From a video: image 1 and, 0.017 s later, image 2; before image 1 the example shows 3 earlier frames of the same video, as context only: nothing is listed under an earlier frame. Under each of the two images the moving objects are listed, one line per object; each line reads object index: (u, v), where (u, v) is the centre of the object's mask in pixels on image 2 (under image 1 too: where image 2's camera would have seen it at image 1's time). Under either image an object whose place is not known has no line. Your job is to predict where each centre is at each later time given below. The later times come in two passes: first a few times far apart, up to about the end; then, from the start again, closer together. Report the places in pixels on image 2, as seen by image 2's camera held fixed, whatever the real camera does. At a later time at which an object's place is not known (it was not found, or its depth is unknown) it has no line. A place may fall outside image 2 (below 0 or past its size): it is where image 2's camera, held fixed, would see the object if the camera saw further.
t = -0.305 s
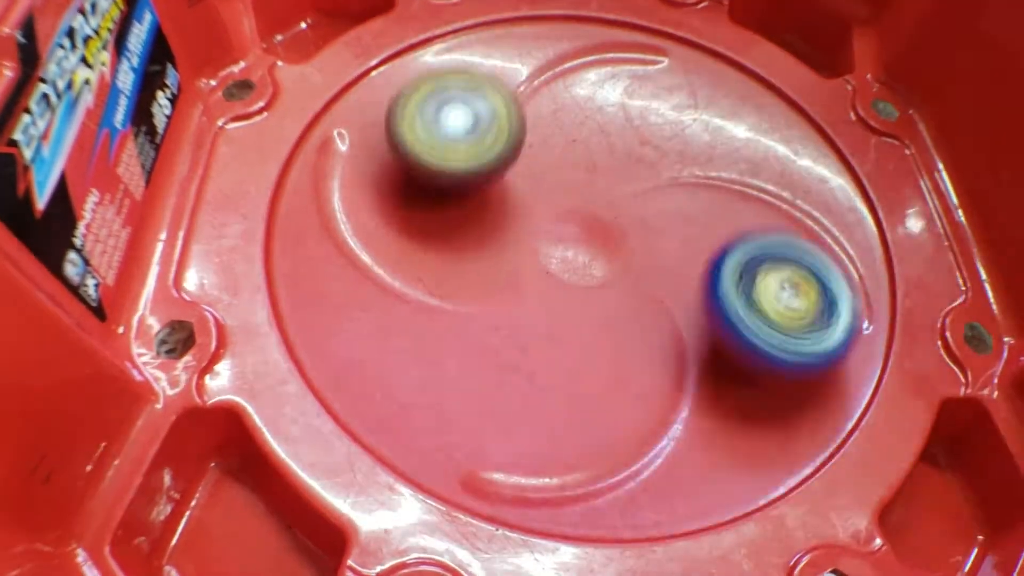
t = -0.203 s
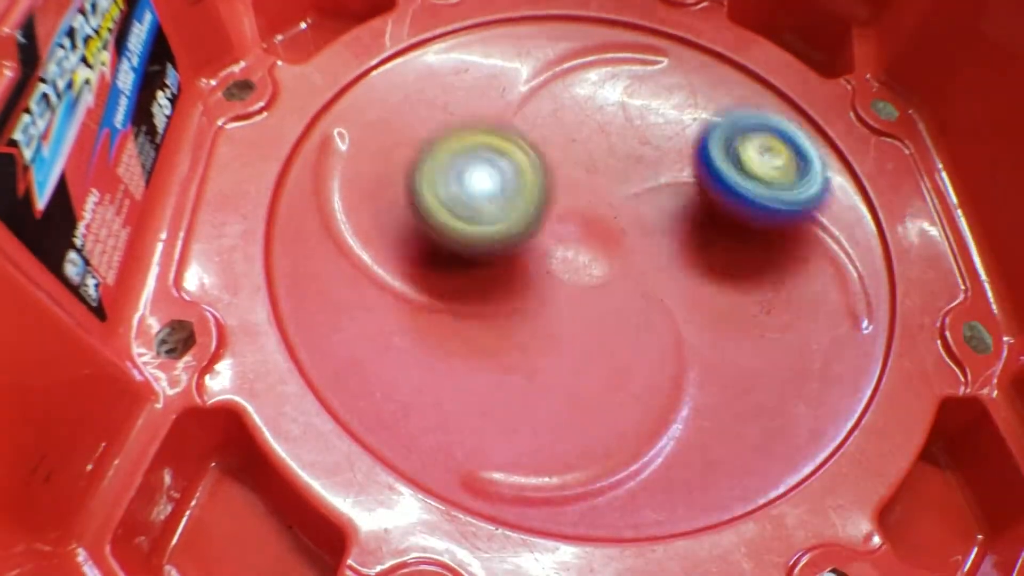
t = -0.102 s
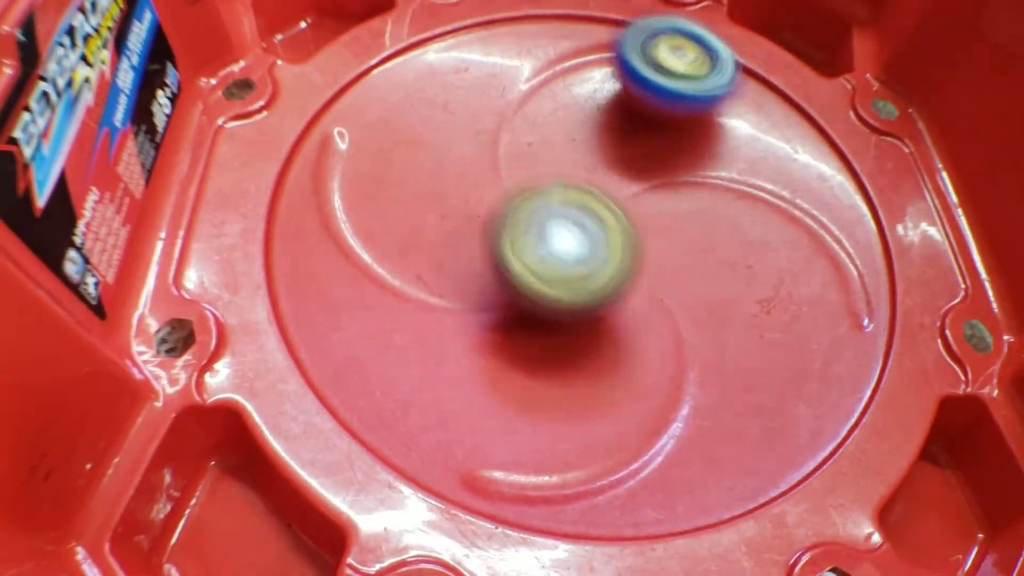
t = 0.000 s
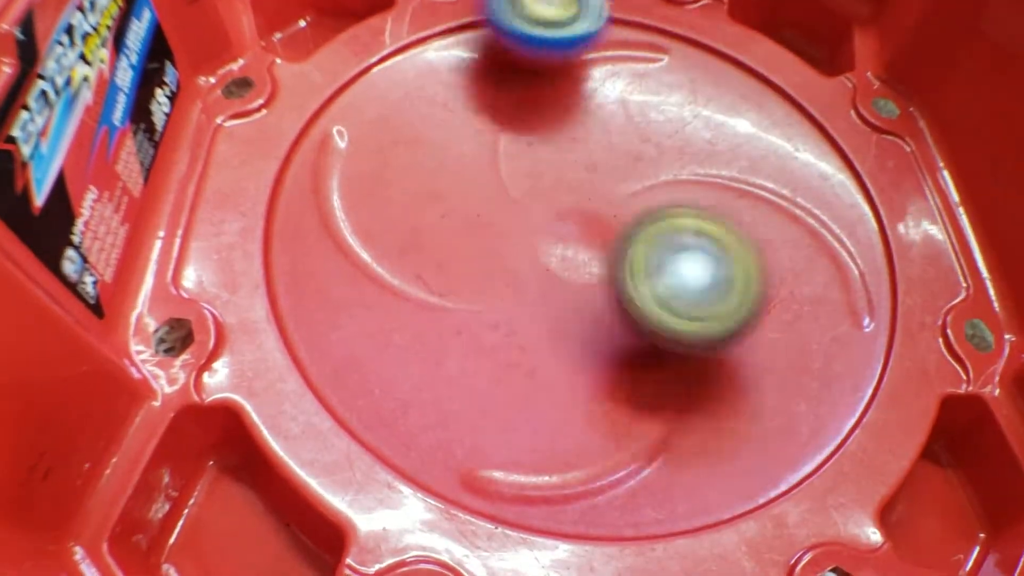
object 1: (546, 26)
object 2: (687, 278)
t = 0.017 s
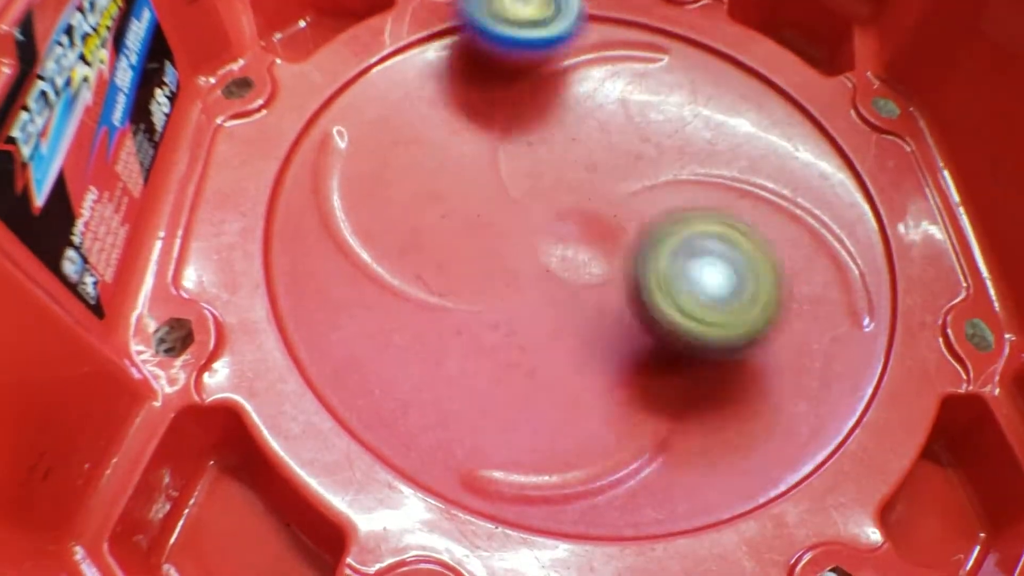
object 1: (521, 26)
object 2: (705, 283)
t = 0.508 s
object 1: (715, 329)
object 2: (678, 45)
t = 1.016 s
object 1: (471, 60)
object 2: (559, 480)
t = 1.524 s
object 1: (810, 233)
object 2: (392, 32)
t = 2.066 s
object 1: (501, 258)
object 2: (934, 193)
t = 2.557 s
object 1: (719, 170)
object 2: (291, 136)
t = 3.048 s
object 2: (834, 249)
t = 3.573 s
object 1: (526, 142)
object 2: (318, 132)
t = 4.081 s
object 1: (631, 247)
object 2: (840, 230)
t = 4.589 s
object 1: (399, 202)
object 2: (595, 126)
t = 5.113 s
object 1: (212, 355)
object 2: (782, 214)
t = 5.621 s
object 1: (373, 281)
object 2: (550, 123)
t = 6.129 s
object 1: (550, 163)
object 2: (764, 223)
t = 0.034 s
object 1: (495, 29)
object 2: (723, 294)
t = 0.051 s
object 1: (472, 28)
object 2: (741, 290)
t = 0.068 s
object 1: (449, 32)
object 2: (759, 285)
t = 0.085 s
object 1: (429, 36)
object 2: (774, 285)
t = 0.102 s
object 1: (408, 41)
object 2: (788, 284)
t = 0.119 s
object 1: (388, 50)
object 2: (800, 275)
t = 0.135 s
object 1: (369, 61)
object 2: (810, 271)
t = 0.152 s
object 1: (353, 76)
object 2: (818, 268)
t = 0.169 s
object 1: (338, 93)
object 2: (827, 256)
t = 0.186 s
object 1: (327, 114)
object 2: (831, 250)
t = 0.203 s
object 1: (319, 140)
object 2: (837, 242)
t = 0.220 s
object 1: (316, 167)
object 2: (840, 232)
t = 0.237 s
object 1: (317, 194)
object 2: (842, 222)
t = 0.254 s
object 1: (323, 221)
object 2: (842, 211)
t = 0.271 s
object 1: (333, 246)
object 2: (843, 201)
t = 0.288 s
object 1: (347, 269)
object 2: (841, 189)
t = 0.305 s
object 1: (368, 291)
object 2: (839, 177)
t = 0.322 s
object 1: (391, 311)
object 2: (833, 165)
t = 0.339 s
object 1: (420, 327)
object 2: (827, 156)
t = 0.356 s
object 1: (448, 342)
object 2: (819, 143)
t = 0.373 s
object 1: (479, 353)
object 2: (811, 131)
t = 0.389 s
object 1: (512, 359)
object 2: (799, 117)
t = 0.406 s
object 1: (545, 364)
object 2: (788, 107)
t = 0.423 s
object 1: (577, 366)
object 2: (773, 94)
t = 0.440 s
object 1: (610, 363)
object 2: (757, 82)
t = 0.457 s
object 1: (641, 358)
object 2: (740, 72)
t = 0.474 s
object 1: (667, 351)
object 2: (720, 60)
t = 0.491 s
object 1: (692, 341)
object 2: (699, 53)
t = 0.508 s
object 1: (715, 329)
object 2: (678, 45)
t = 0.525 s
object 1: (734, 314)
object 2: (656, 42)
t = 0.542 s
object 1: (748, 297)
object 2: (633, 40)
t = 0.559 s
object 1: (759, 280)
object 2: (609, 39)
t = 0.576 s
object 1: (769, 263)
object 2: (584, 39)
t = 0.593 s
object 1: (775, 246)
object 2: (561, 39)
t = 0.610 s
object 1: (779, 227)
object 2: (538, 42)
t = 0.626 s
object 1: (781, 209)
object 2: (515, 45)
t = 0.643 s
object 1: (782, 190)
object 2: (492, 50)
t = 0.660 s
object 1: (780, 172)
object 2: (469, 59)
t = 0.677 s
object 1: (776, 155)
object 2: (448, 69)
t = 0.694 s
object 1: (770, 138)
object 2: (428, 82)
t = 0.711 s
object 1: (761, 123)
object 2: (408, 98)
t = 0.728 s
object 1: (751, 109)
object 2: (393, 111)
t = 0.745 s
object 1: (738, 96)
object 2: (373, 134)
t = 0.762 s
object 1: (726, 84)
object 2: (361, 149)
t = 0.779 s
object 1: (712, 72)
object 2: (351, 166)
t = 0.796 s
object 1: (696, 61)
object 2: (337, 196)
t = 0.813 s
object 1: (680, 51)
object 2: (331, 218)
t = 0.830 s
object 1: (663, 45)
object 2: (329, 234)
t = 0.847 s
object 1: (646, 41)
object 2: (327, 263)
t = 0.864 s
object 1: (629, 38)
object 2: (330, 290)
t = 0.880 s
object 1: (611, 37)
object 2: (336, 319)
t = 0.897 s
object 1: (593, 35)
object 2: (346, 344)
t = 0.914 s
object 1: (575, 35)
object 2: (362, 371)
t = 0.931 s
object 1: (555, 35)
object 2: (384, 401)
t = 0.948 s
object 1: (536, 38)
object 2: (409, 422)
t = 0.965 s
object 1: (517, 42)
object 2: (439, 453)
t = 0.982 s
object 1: (501, 46)
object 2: (476, 465)
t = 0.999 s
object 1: (487, 51)
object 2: (520, 473)
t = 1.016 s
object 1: (471, 60)
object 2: (559, 480)
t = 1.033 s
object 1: (460, 72)
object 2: (612, 472)
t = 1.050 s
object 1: (450, 85)
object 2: (655, 469)
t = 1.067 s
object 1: (441, 100)
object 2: (696, 468)
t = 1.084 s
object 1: (435, 117)
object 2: (740, 458)
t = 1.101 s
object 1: (431, 134)
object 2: (782, 440)
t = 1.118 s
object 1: (429, 151)
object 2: (815, 428)
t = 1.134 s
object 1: (430, 169)
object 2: (846, 407)
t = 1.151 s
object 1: (432, 187)
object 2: (863, 370)
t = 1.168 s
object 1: (439, 206)
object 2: (876, 341)
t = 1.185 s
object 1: (450, 224)
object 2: (886, 314)
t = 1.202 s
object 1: (463, 242)
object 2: (892, 285)
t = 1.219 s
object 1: (478, 258)
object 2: (895, 247)
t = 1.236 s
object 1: (496, 275)
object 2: (890, 215)
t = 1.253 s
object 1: (516, 290)
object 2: (877, 184)
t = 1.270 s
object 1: (537, 303)
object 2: (861, 154)
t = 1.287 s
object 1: (561, 315)
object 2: (843, 123)
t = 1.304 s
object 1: (586, 324)
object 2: (823, 96)
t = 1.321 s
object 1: (612, 330)
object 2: (801, 73)
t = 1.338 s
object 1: (638, 334)
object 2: (772, 49)
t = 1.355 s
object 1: (663, 335)
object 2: (747, 36)
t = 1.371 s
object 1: (688, 333)
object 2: (717, 26)
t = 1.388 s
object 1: (711, 330)
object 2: (688, 20)
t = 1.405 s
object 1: (730, 323)
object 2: (646, 16)
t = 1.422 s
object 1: (748, 314)
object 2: (609, 14)
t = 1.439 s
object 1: (765, 304)
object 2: (571, 12)
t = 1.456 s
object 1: (778, 293)
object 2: (534, 12)
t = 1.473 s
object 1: (788, 280)
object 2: (499, 15)
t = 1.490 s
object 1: (798, 265)
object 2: (461, 19)
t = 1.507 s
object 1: (806, 250)
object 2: (427, 26)
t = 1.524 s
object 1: (810, 233)
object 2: (392, 32)
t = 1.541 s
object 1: (812, 218)
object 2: (366, 43)
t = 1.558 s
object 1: (811, 203)
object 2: (336, 63)
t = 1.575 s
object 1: (810, 188)
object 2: (312, 86)
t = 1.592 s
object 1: (808, 174)
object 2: (290, 122)
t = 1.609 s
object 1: (804, 160)
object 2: (276, 156)
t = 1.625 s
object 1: (796, 147)
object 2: (274, 202)
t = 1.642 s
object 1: (786, 135)
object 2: (278, 255)
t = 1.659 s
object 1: (773, 124)
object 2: (298, 305)
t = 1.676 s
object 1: (760, 113)
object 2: (329, 347)
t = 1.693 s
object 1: (745, 105)
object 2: (375, 390)
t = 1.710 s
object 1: (728, 97)
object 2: (432, 426)
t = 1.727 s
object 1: (711, 91)
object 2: (500, 462)
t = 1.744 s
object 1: (693, 86)
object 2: (568, 482)
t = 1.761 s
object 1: (674, 82)
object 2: (656, 492)
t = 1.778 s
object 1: (656, 79)
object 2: (734, 500)
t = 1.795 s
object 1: (638, 79)
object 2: (804, 504)
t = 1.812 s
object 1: (618, 81)
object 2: (839, 485)
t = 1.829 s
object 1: (600, 83)
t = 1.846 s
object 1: (583, 88)
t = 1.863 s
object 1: (566, 96)
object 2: (916, 399)
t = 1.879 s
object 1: (553, 103)
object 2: (934, 373)
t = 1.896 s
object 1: (539, 113)
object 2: (951, 347)
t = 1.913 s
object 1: (527, 124)
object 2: (962, 324)
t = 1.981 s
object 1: (493, 175)
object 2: (965, 259)
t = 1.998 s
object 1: (490, 191)
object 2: (959, 251)
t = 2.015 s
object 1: (490, 207)
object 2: (954, 234)
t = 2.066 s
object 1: (501, 258)
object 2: (934, 193)
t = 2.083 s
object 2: (924, 178)
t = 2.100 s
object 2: (913, 165)
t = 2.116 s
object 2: (900, 153)
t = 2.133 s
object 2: (886, 142)
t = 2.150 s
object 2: (871, 131)
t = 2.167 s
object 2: (853, 124)
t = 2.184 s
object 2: (833, 118)
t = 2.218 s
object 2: (784, 95)
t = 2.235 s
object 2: (758, 91)
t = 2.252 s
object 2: (730, 86)
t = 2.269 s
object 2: (704, 78)
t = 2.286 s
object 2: (675, 76)
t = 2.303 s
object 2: (646, 75)
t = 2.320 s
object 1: (752, 344)
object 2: (615, 73)
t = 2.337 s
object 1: (766, 333)
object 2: (584, 70)
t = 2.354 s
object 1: (776, 321)
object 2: (552, 71)
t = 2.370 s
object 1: (785, 308)
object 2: (524, 69)
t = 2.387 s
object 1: (789, 295)
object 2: (492, 76)
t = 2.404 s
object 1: (791, 282)
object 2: (468, 76)
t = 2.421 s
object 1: (790, 269)
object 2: (440, 79)
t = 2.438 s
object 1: (787, 254)
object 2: (412, 88)
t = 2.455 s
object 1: (783, 240)
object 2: (388, 93)
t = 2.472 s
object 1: (776, 226)
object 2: (369, 95)
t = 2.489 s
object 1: (768, 212)
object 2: (343, 106)
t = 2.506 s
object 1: (758, 200)
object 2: (321, 121)
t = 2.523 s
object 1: (746, 190)
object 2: (309, 124)
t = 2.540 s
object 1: (733, 180)
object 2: (300, 126)
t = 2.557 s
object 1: (719, 170)
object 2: (291, 136)
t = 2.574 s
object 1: (702, 162)
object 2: (282, 148)
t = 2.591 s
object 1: (686, 156)
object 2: (277, 169)
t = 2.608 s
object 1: (668, 149)
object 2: (272, 195)
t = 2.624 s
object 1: (653, 145)
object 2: (280, 211)
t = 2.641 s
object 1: (637, 143)
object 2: (294, 228)
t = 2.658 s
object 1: (618, 141)
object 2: (311, 250)
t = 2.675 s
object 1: (600, 141)
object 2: (329, 275)
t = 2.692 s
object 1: (581, 142)
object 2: (351, 291)
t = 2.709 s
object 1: (565, 144)
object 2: (378, 311)
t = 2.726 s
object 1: (550, 148)
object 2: (407, 333)
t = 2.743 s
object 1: (534, 154)
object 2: (440, 352)
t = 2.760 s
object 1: (519, 161)
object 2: (473, 370)
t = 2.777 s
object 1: (507, 170)
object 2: (511, 385)
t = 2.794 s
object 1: (494, 179)
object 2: (547, 397)
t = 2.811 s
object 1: (483, 190)
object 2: (585, 405)
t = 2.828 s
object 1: (473, 199)
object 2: (618, 410)
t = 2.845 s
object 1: (466, 212)
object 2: (651, 415)
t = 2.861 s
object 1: (460, 225)
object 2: (680, 413)
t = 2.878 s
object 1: (458, 239)
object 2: (711, 404)
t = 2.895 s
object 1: (457, 253)
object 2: (736, 402)
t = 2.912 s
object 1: (456, 268)
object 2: (759, 396)
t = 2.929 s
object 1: (459, 280)
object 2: (780, 381)
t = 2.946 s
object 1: (464, 293)
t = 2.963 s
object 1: (472, 305)
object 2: (813, 349)
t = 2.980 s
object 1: (482, 317)
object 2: (824, 331)
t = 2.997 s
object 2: (831, 311)
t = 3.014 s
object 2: (833, 291)
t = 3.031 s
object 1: (524, 349)
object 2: (837, 274)
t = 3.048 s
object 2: (834, 249)
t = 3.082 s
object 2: (824, 215)
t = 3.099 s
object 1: (595, 368)
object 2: (819, 196)
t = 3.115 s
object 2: (812, 176)
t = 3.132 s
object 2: (802, 158)
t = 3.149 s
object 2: (790, 137)
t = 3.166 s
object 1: (663, 351)
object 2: (775, 124)
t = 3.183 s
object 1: (676, 343)
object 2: (760, 111)
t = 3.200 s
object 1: (687, 333)
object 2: (742, 97)
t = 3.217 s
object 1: (695, 323)
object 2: (725, 85)
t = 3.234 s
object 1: (701, 313)
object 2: (706, 78)
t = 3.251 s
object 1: (707, 301)
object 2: (686, 64)
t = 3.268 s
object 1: (706, 286)
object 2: (665, 52)
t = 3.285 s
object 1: (704, 273)
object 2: (644, 47)
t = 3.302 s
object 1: (700, 257)
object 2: (620, 42)
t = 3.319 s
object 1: (695, 244)
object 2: (596, 37)
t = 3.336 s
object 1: (689, 231)
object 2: (570, 37)
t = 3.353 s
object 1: (681, 219)
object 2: (549, 34)
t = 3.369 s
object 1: (674, 208)
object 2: (526, 32)
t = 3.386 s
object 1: (663, 197)
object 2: (503, 34)
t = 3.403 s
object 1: (654, 187)
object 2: (479, 32)
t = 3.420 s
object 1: (642, 179)
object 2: (457, 35)
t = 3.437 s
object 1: (631, 171)
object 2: (436, 38)
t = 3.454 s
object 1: (619, 164)
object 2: (418, 41)
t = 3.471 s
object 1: (607, 158)
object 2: (399, 46)
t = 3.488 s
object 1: (593, 153)
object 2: (381, 53)
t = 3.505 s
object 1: (580, 149)
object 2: (365, 66)
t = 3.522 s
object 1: (567, 147)
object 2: (350, 81)
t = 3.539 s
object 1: (554, 144)
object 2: (337, 96)
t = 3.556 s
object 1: (540, 143)
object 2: (325, 114)
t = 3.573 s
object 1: (526, 142)
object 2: (318, 132)
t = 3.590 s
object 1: (513, 143)
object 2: (317, 149)
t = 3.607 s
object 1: (501, 146)
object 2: (317, 173)
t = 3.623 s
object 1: (490, 149)
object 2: (317, 203)
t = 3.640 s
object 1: (481, 154)
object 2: (322, 226)
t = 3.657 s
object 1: (472, 158)
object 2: (330, 251)
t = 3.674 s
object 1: (463, 164)
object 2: (343, 279)
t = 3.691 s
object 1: (455, 173)
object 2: (358, 305)
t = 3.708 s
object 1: (449, 180)
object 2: (376, 322)
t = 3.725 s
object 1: (445, 189)
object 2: (394, 344)
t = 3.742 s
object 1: (441, 199)
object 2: (418, 365)
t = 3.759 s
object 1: (440, 208)
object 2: (447, 387)
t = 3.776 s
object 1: (441, 218)
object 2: (477, 400)
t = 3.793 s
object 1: (444, 229)
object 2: (508, 413)
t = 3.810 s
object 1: (449, 238)
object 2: (537, 423)
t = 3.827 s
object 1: (455, 248)
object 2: (569, 434)
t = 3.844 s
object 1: (462, 256)
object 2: (601, 440)
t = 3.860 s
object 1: (472, 265)
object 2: (633, 441)
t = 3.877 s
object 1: (483, 273)
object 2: (668, 432)
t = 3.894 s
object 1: (495, 279)
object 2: (698, 422)
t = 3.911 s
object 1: (509, 283)
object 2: (725, 418)
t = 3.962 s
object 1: (554, 285)
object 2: (786, 365)
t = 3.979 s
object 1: (569, 283)
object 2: (798, 352)
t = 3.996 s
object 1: (582, 279)
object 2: (814, 331)
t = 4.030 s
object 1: (606, 270)
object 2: (834, 285)
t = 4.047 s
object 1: (616, 263)
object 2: (837, 267)
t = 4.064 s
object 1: (625, 255)
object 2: (840, 248)
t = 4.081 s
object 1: (631, 247)
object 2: (840, 230)
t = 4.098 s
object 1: (639, 237)
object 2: (840, 212)
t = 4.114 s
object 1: (644, 227)
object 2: (838, 193)
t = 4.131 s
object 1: (646, 219)
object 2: (834, 174)
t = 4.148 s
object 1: (648, 208)
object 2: (826, 155)
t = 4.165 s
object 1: (648, 199)
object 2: (817, 140)
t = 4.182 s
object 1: (648, 189)
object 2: (808, 130)
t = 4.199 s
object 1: (645, 179)
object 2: (795, 119)
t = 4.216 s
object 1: (641, 169)
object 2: (782, 108)
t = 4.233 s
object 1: (638, 160)
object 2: (768, 94)
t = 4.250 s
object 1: (634, 153)
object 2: (752, 82)
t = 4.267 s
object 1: (627, 145)
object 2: (733, 76)
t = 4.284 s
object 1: (621, 139)
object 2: (720, 66)
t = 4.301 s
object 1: (601, 134)
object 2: (718, 53)
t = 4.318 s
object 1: (576, 132)
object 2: (723, 45)
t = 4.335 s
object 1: (553, 131)
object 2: (730, 34)
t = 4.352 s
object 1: (534, 130)
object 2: (730, 32)
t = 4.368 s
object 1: (519, 131)
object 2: (727, 32)
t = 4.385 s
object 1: (504, 132)
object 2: (721, 33)
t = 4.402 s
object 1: (491, 133)
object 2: (710, 39)
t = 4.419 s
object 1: (479, 137)
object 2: (702, 43)
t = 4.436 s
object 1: (469, 140)
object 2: (693, 48)
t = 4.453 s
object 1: (457, 144)
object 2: (682, 57)
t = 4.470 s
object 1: (446, 149)
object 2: (671, 65)
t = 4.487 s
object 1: (437, 155)
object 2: (661, 75)
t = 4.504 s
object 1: (428, 161)
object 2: (650, 82)
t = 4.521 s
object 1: (419, 167)
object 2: (640, 88)
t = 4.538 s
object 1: (412, 177)
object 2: (626, 101)
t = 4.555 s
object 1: (406, 185)
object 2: (615, 109)
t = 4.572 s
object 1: (400, 194)
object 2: (604, 120)
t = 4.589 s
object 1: (399, 202)
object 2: (595, 126)
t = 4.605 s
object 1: (399, 209)
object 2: (585, 137)
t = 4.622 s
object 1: (398, 220)
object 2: (575, 148)
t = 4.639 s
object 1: (399, 230)
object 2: (572, 155)
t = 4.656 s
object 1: (400, 240)
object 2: (564, 167)
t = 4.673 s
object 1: (398, 249)
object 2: (558, 177)
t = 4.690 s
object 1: (402, 257)
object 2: (553, 188)
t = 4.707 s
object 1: (409, 263)
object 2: (550, 197)
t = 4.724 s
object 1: (412, 270)
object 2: (548, 201)
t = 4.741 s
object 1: (373, 275)
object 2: (579, 206)
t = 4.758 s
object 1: (338, 278)
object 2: (615, 208)
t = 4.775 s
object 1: (310, 280)
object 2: (656, 207)
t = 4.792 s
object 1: (287, 288)
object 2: (692, 215)
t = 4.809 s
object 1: (285, 285)
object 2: (726, 229)
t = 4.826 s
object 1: (283, 288)
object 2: (755, 229)
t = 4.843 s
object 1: (284, 292)
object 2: (785, 232)
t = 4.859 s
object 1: (286, 297)
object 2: (815, 233)
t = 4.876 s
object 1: (286, 308)
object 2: (838, 233)
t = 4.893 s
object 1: (284, 316)
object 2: (861, 232)
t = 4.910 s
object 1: (277, 320)
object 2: (881, 229)
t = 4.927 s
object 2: (893, 230)
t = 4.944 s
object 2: (890, 228)
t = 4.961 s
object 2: (886, 230)
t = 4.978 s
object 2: (878, 232)
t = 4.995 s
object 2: (870, 227)
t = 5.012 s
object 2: (859, 228)
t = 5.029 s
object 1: (207, 325)
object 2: (847, 230)
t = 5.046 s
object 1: (205, 333)
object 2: (835, 225)
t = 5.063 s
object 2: (825, 217)
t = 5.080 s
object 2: (815, 212)
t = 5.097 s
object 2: (799, 211)
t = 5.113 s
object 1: (212, 355)
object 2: (782, 214)
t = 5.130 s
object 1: (215, 357)
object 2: (765, 215)
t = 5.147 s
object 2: (744, 208)
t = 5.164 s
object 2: (726, 205)
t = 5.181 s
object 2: (710, 202)
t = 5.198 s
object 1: (206, 335)
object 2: (689, 202)
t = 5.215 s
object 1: (210, 331)
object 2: (669, 202)
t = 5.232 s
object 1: (216, 327)
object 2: (647, 200)
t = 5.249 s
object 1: (219, 325)
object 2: (629, 197)
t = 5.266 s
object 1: (225, 321)
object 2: (609, 196)
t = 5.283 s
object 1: (228, 317)
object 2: (592, 198)
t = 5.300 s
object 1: (233, 312)
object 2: (582, 185)
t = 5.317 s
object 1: (237, 305)
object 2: (568, 181)
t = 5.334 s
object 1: (243, 298)
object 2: (556, 176)
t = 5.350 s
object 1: (247, 290)
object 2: (539, 183)
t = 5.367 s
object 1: (251, 283)
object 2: (526, 187)
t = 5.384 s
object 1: (257, 273)
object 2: (513, 187)
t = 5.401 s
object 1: (260, 264)
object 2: (505, 184)
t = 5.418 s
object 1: (264, 257)
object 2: (491, 184)
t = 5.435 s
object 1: (272, 252)
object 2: (479, 192)
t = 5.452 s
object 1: (281, 252)
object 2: (475, 181)
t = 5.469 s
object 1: (297, 253)
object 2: (467, 174)
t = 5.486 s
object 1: (313, 253)
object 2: (465, 169)
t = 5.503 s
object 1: (333, 255)
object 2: (456, 172)
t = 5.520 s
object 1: (338, 259)
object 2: (461, 171)
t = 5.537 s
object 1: (340, 263)
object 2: (471, 171)
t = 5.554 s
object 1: (338, 269)
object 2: (490, 154)
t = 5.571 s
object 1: (345, 270)
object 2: (504, 139)
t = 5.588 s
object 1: (352, 275)
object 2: (521, 135)
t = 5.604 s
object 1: (362, 277)
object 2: (533, 132)
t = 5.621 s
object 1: (373, 281)
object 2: (550, 123)
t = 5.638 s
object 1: (383, 283)
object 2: (563, 112)
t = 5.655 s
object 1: (397, 286)
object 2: (579, 109)
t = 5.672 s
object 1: (407, 287)
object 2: (591, 107)
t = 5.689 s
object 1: (419, 289)
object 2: (606, 103)
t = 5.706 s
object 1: (431, 286)
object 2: (619, 92)
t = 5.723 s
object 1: (445, 285)
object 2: (631, 97)
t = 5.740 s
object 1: (456, 284)
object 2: (643, 95)
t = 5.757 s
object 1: (469, 282)
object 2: (654, 93)
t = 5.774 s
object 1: (480, 280)
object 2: (666, 85)
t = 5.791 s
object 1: (491, 275)
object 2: (674, 89)
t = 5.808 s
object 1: (502, 272)
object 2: (681, 93)
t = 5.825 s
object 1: (509, 268)
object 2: (689, 97)
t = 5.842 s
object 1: (520, 264)
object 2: (696, 95)
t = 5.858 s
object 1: (529, 259)
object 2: (704, 100)
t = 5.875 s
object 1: (540, 254)
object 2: (705, 108)
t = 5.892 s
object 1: (548, 249)
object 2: (711, 114)
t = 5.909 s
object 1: (558, 244)
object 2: (714, 115)
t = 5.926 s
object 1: (566, 239)
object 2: (718, 119)
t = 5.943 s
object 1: (572, 232)
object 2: (716, 130)
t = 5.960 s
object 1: (576, 228)
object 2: (718, 139)
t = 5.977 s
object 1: (578, 220)
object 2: (718, 143)
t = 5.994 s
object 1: (582, 215)
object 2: (720, 144)
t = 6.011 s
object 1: (585, 207)
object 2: (716, 157)
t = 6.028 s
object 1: (581, 200)
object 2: (723, 172)
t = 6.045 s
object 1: (570, 197)
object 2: (731, 176)
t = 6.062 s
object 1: (564, 185)
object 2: (740, 179)
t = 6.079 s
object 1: (560, 176)
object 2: (750, 190)
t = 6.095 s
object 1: (554, 170)
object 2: (756, 202)
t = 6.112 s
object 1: (553, 165)
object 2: (760, 217)
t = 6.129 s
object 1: (550, 163)
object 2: (764, 223)
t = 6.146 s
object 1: (549, 160)
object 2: (767, 230)
